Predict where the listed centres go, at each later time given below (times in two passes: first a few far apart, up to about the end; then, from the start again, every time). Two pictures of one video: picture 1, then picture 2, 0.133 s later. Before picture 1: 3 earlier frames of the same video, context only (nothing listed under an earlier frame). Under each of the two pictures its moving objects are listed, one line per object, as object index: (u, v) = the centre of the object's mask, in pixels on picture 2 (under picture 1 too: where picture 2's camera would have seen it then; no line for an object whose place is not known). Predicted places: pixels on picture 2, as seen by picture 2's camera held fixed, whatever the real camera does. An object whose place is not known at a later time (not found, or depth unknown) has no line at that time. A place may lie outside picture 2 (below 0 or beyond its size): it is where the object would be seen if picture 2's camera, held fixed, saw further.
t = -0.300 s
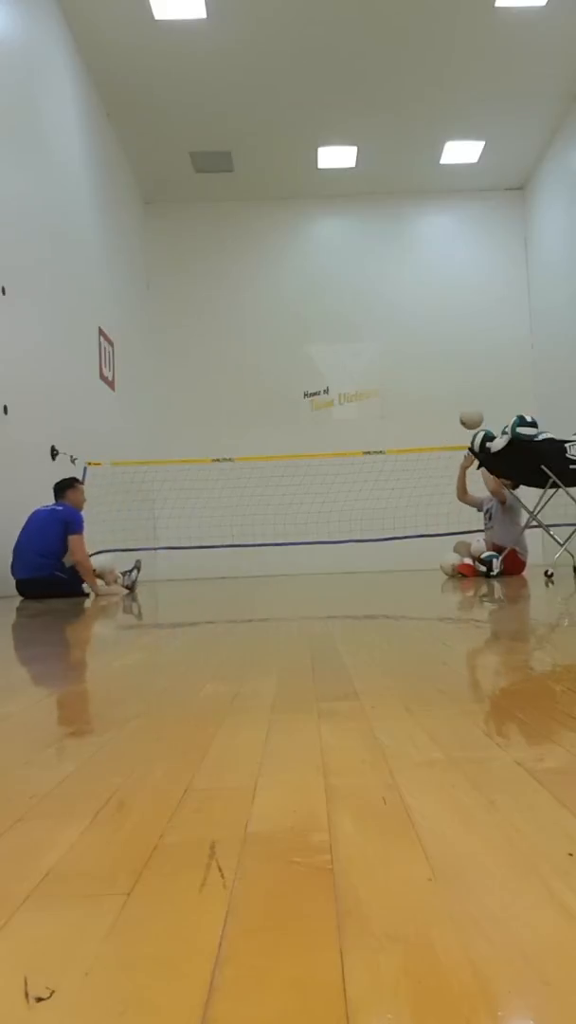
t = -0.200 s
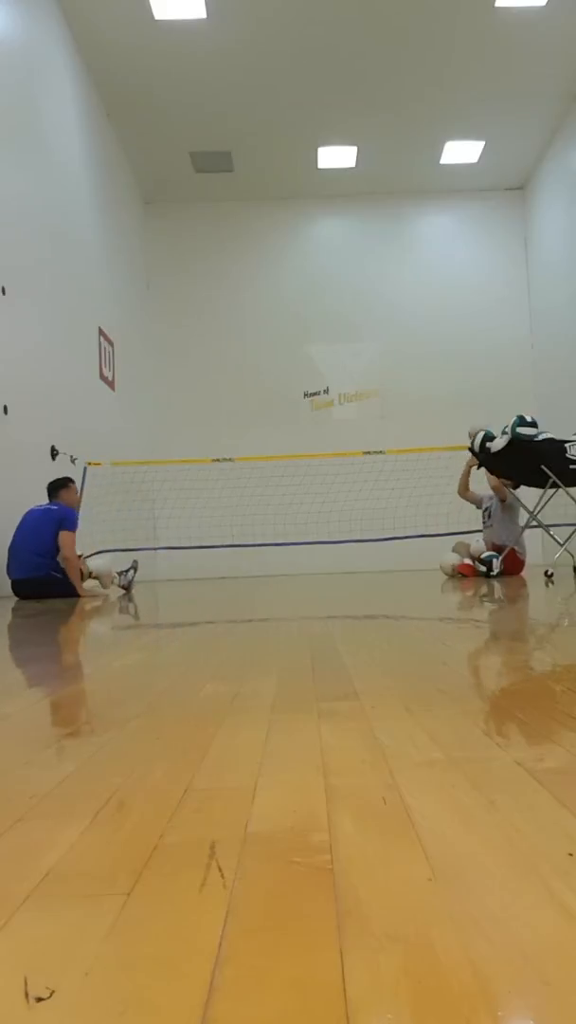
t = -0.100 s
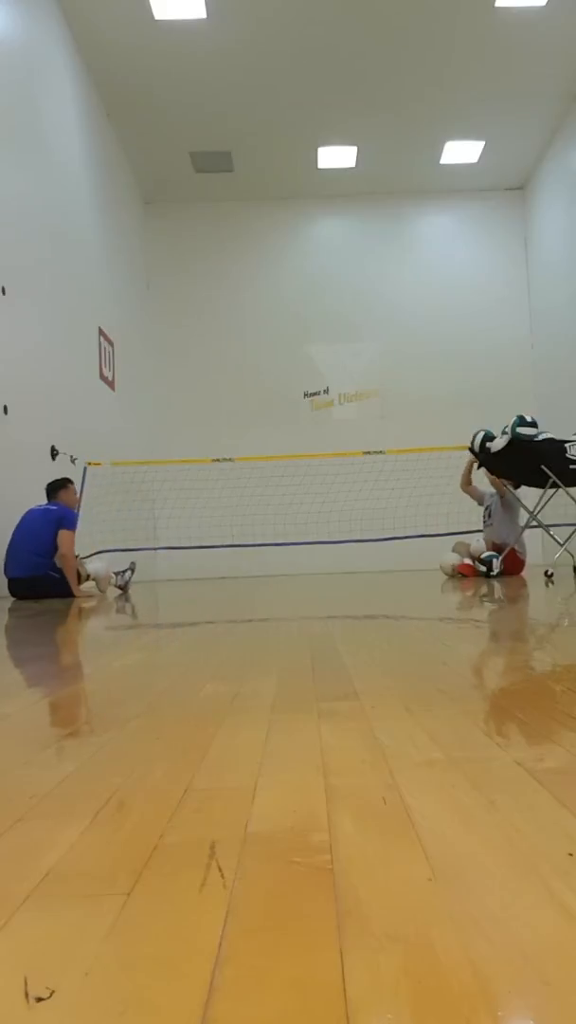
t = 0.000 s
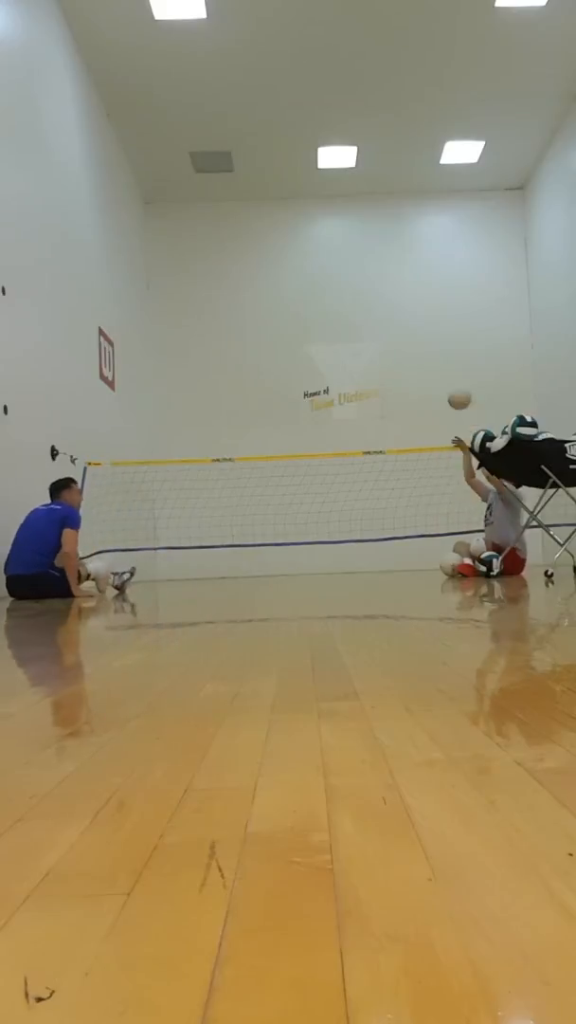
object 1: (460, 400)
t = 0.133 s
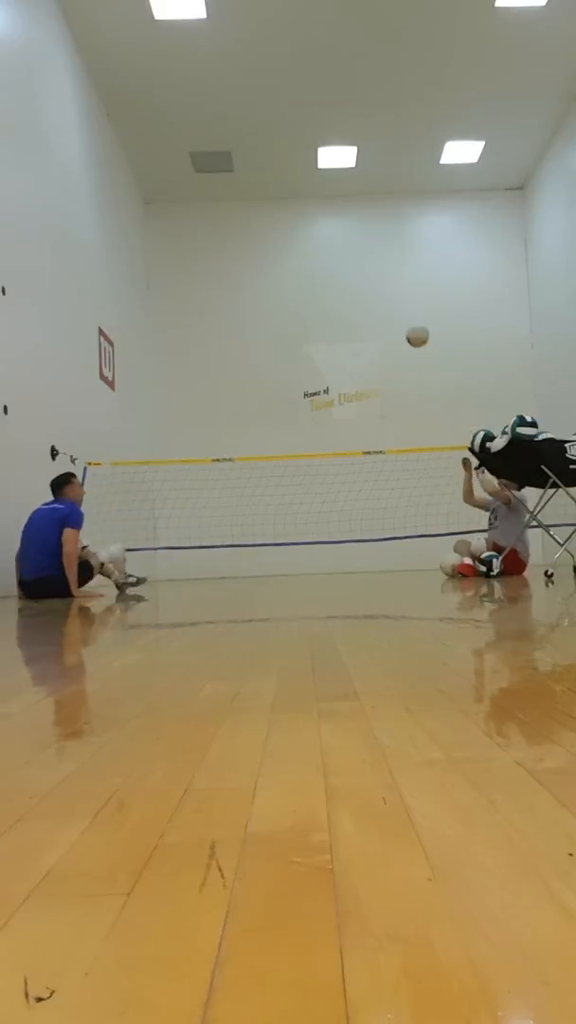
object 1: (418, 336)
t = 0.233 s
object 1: (387, 302)
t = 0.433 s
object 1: (331, 267)
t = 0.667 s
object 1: (269, 279)
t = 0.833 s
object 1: (227, 321)
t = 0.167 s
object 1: (407, 323)
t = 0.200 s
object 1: (397, 312)
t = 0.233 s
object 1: (387, 302)
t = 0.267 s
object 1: (378, 293)
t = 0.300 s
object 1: (368, 285)
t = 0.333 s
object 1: (358, 279)
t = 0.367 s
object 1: (349, 274)
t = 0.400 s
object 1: (340, 269)
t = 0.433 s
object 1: (331, 267)
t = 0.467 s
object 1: (322, 265)
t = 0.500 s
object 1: (313, 265)
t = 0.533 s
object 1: (304, 265)
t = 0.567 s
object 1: (295, 267)
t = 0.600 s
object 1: (286, 269)
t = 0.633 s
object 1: (278, 273)
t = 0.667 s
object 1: (269, 279)
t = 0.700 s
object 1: (261, 285)
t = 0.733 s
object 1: (252, 292)
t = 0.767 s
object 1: (244, 301)
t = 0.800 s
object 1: (235, 310)
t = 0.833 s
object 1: (227, 321)
